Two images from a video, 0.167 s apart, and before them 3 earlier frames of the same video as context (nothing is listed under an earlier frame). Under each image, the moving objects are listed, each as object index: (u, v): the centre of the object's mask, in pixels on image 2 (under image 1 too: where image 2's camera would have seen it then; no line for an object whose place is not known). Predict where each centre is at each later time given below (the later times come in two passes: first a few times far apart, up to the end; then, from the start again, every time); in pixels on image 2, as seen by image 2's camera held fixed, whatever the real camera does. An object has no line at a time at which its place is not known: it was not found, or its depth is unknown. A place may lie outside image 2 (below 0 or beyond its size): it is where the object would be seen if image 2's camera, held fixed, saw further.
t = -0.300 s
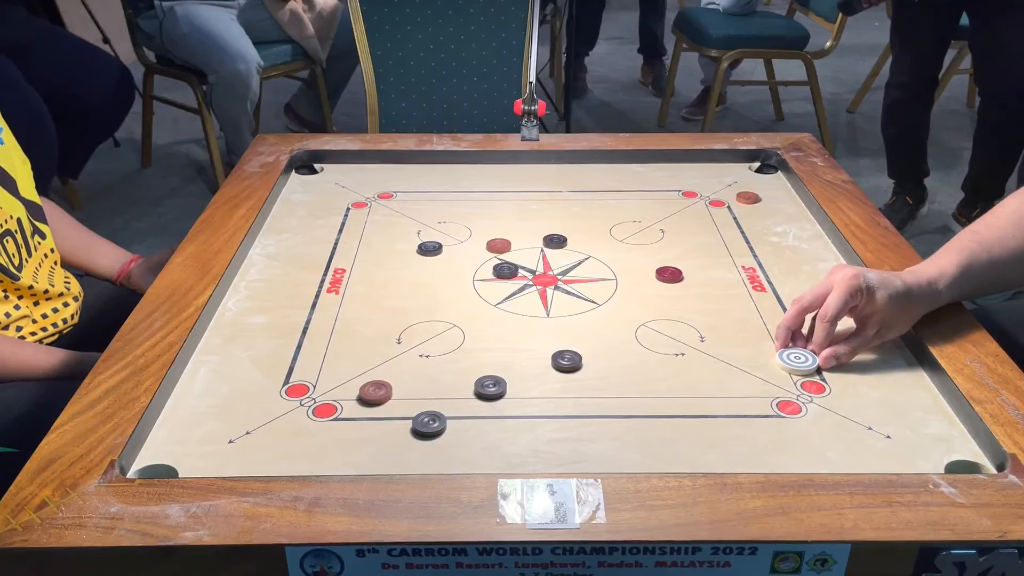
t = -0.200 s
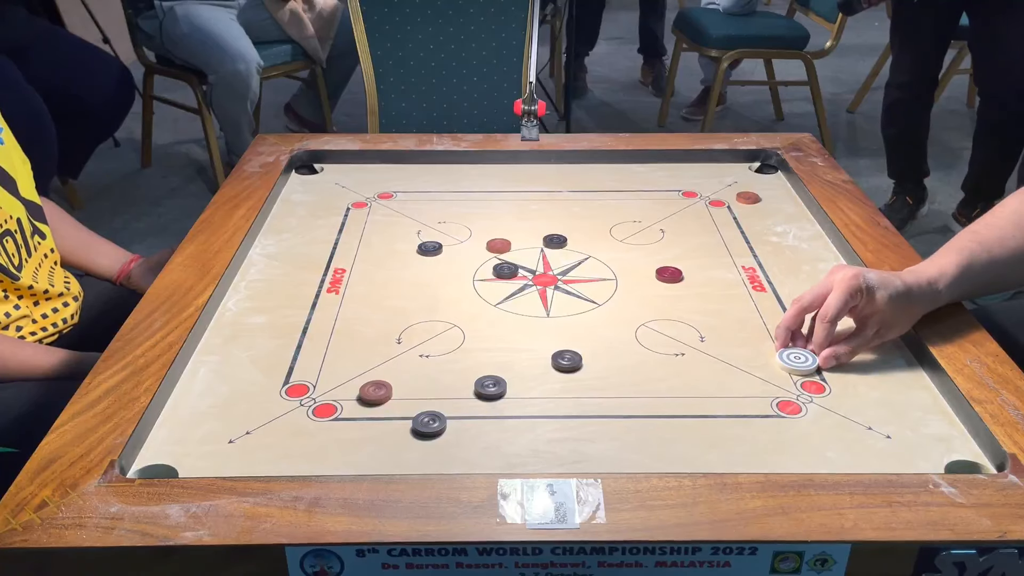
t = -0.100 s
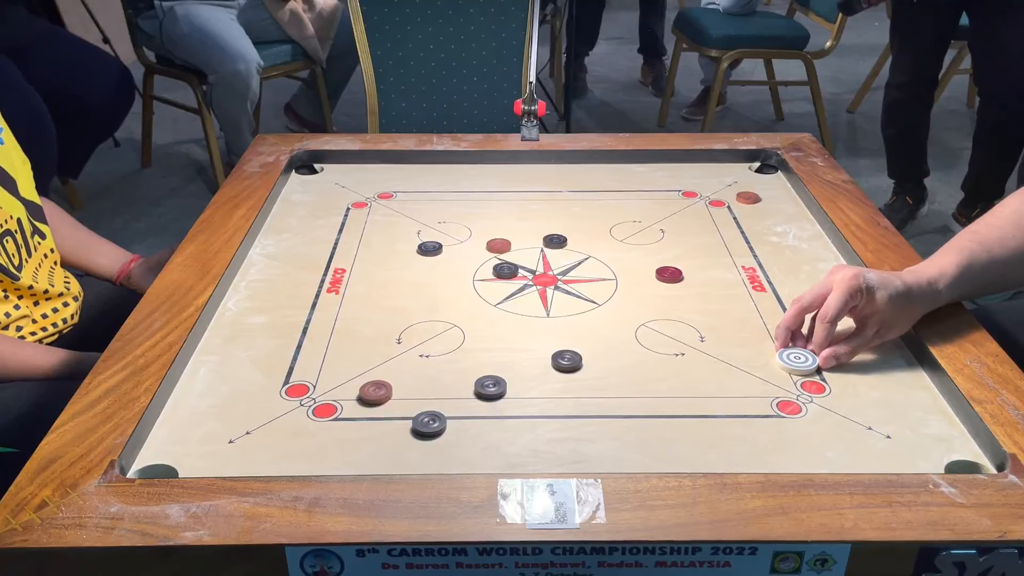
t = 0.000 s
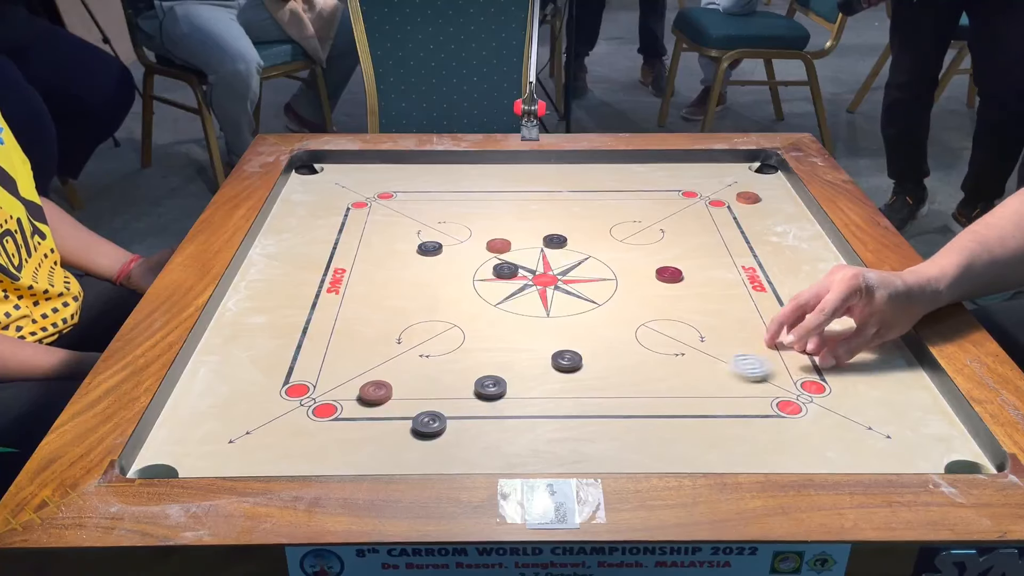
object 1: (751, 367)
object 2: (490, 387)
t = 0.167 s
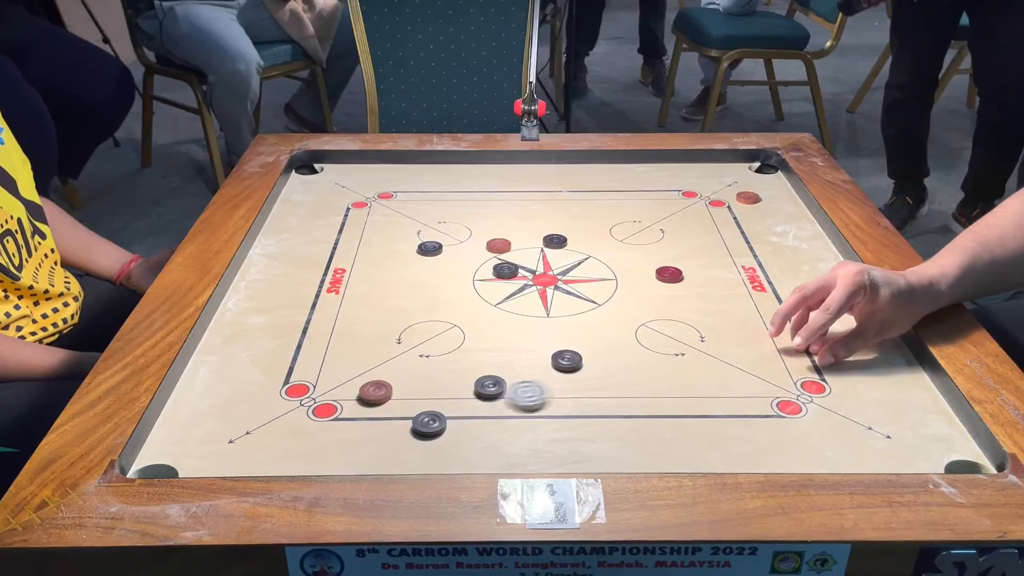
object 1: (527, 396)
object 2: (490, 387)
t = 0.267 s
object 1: (460, 420)
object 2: (357, 367)
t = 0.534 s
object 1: (390, 457)
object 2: (340, 344)
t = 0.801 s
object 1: (374, 462)
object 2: (536, 343)
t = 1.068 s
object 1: (374, 462)
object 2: (679, 343)
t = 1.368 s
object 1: (374, 462)
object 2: (774, 344)
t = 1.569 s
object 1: (374, 462)
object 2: (791, 344)
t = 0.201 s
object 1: (502, 404)
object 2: (447, 380)
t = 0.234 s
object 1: (477, 413)
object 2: (401, 373)
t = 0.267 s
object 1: (460, 420)
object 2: (357, 367)
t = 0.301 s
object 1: (448, 426)
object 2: (315, 361)
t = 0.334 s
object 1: (438, 432)
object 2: (273, 355)
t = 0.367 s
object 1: (428, 438)
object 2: (235, 350)
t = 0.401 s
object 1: (419, 443)
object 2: (219, 346)
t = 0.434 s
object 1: (411, 447)
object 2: (251, 345)
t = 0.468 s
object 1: (403, 451)
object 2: (282, 345)
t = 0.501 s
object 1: (396, 454)
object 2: (310, 345)
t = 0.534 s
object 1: (390, 457)
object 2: (340, 344)
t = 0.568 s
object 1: (385, 459)
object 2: (368, 344)
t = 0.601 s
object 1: (382, 460)
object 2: (395, 343)
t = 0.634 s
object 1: (379, 461)
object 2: (420, 343)
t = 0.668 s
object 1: (377, 461)
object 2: (445, 343)
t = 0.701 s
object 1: (375, 462)
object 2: (469, 343)
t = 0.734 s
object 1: (374, 462)
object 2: (492, 343)
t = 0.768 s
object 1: (374, 462)
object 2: (514, 343)
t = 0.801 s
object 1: (374, 462)
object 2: (536, 343)
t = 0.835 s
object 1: (374, 462)
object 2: (556, 342)
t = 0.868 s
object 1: (374, 462)
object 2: (577, 342)
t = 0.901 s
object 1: (374, 462)
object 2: (595, 343)
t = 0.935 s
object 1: (374, 462)
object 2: (613, 343)
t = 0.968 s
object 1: (374, 462)
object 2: (631, 343)
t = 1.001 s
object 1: (374, 462)
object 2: (648, 343)
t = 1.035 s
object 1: (374, 462)
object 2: (663, 343)
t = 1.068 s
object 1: (374, 462)
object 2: (679, 343)
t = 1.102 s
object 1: (374, 462)
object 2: (693, 343)
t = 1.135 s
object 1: (374, 462)
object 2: (707, 343)
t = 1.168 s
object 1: (374, 462)
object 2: (719, 343)
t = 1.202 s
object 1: (374, 462)
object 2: (730, 343)
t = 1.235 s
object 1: (374, 462)
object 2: (741, 343)
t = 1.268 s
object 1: (374, 462)
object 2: (750, 343)
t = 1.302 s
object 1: (374, 462)
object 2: (759, 343)
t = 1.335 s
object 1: (374, 462)
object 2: (767, 344)
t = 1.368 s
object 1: (374, 462)
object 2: (774, 344)
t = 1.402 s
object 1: (374, 462)
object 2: (779, 344)
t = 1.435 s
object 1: (374, 462)
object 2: (784, 344)
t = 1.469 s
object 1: (374, 462)
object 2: (788, 344)
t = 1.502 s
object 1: (374, 462)
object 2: (791, 344)
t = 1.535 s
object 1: (374, 462)
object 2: (791, 344)
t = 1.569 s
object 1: (374, 462)
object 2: (791, 344)
